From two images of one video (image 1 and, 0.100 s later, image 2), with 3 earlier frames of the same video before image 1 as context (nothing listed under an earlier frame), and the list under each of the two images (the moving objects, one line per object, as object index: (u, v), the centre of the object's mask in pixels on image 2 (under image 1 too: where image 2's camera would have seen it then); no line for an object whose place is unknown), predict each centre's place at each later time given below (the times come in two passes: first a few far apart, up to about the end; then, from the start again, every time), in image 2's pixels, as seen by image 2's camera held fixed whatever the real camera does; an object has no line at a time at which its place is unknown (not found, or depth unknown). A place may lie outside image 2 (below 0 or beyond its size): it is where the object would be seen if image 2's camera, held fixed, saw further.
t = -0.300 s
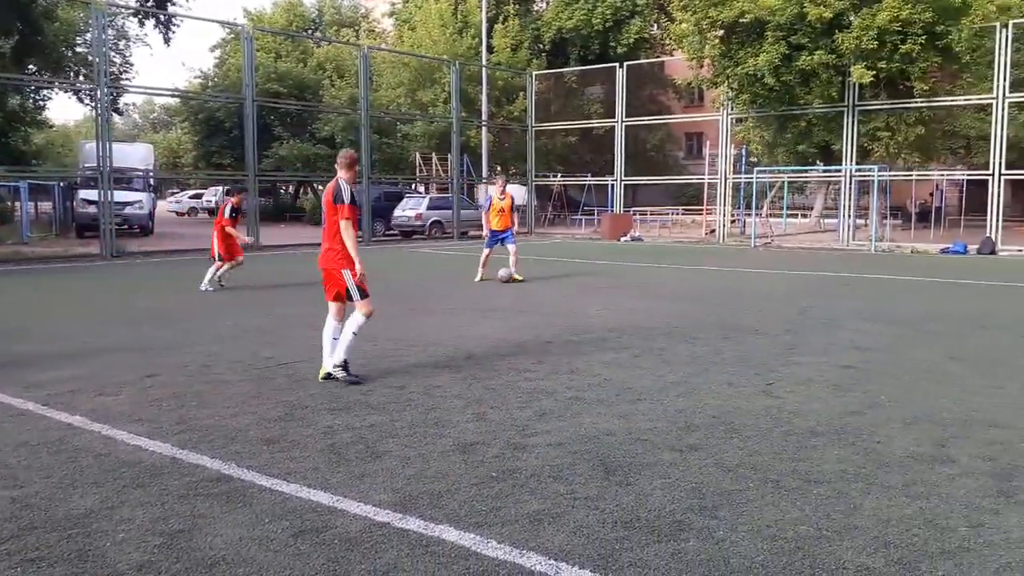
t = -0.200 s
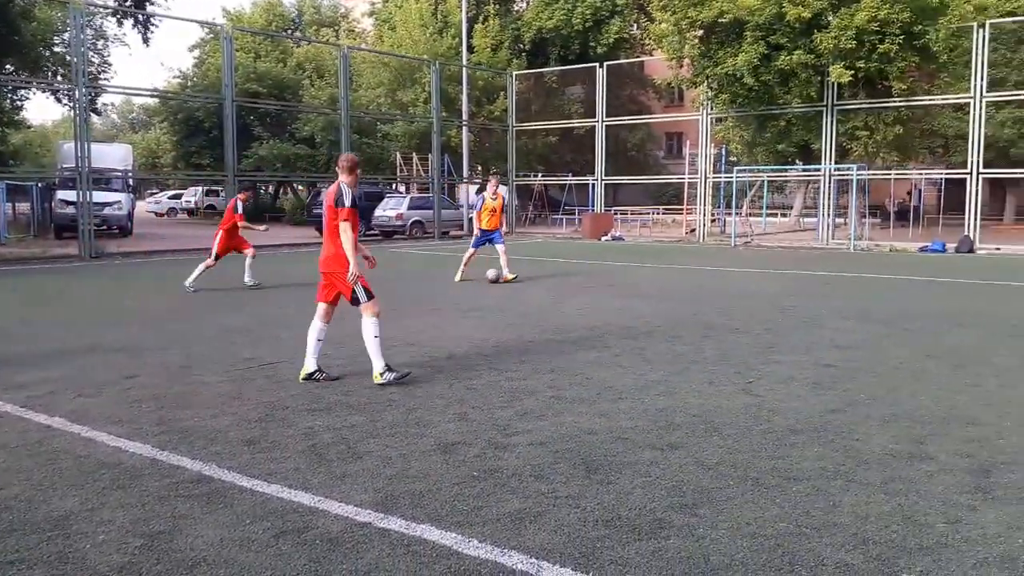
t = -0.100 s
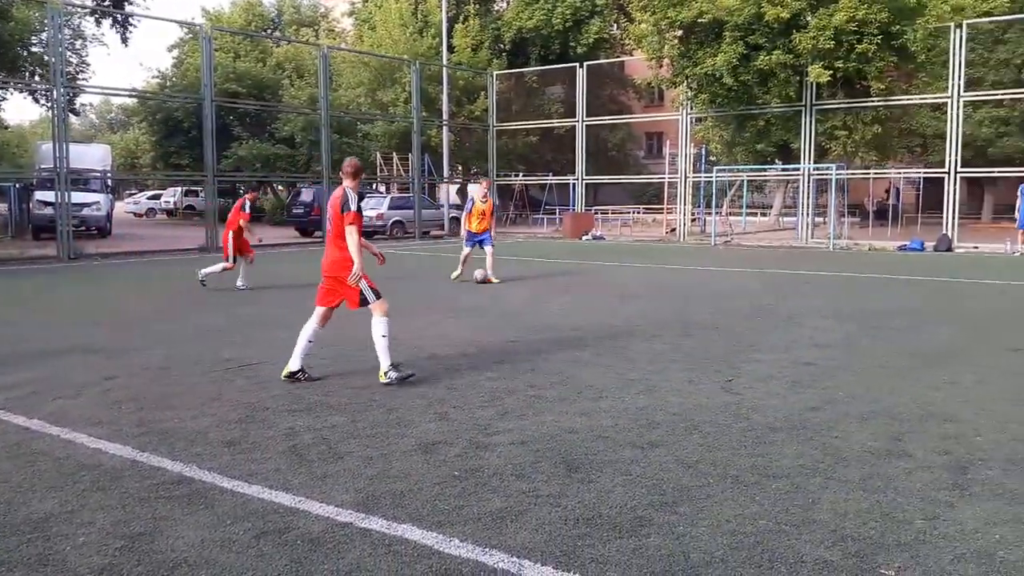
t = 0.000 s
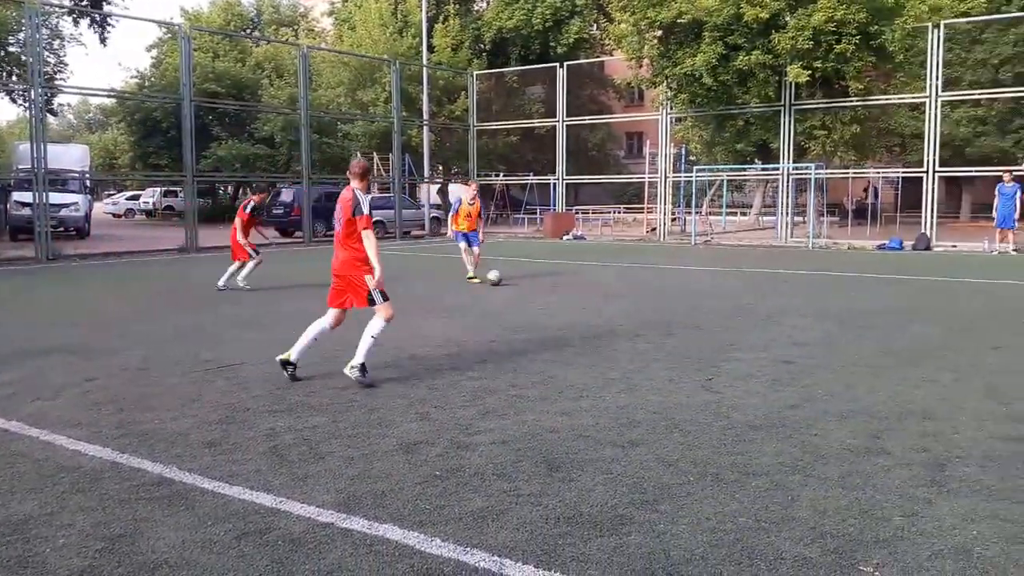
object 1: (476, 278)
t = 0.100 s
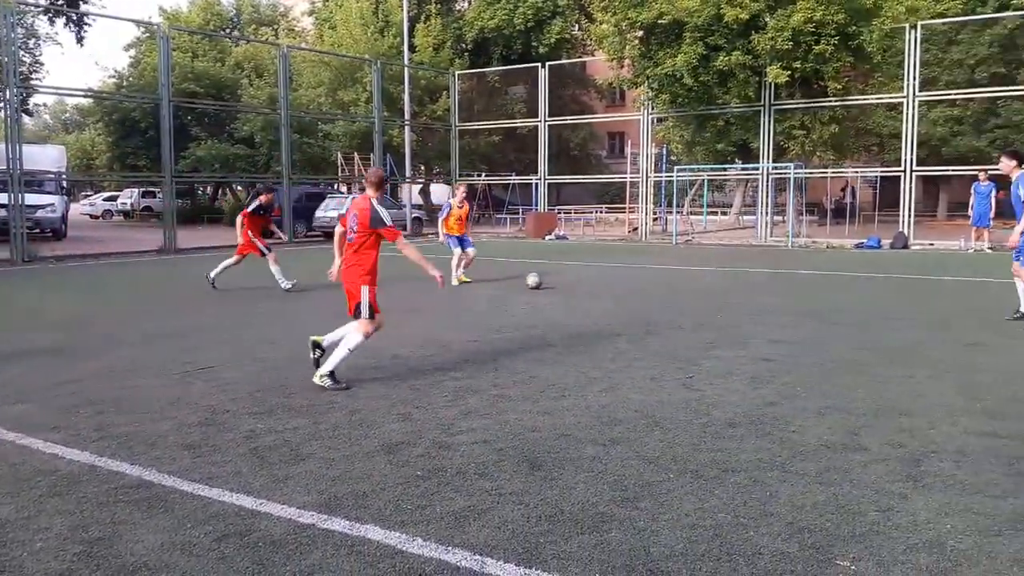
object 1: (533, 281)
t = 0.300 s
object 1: (651, 289)
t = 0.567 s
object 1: (819, 301)
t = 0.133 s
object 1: (553, 282)
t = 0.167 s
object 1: (572, 284)
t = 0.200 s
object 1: (592, 285)
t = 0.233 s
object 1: (612, 286)
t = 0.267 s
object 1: (631, 287)
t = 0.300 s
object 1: (651, 289)
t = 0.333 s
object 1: (672, 291)
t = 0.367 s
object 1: (693, 292)
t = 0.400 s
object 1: (714, 294)
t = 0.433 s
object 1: (734, 295)
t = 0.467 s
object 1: (755, 297)
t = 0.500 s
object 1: (776, 299)
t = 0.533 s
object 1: (799, 300)
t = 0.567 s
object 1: (819, 301)
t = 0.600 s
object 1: (841, 303)
